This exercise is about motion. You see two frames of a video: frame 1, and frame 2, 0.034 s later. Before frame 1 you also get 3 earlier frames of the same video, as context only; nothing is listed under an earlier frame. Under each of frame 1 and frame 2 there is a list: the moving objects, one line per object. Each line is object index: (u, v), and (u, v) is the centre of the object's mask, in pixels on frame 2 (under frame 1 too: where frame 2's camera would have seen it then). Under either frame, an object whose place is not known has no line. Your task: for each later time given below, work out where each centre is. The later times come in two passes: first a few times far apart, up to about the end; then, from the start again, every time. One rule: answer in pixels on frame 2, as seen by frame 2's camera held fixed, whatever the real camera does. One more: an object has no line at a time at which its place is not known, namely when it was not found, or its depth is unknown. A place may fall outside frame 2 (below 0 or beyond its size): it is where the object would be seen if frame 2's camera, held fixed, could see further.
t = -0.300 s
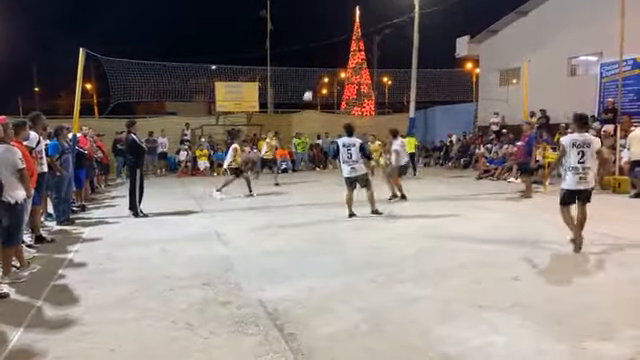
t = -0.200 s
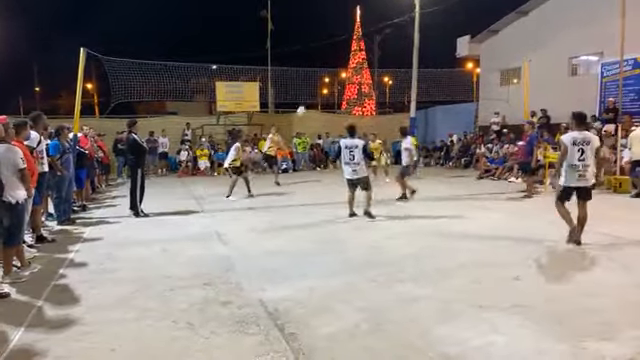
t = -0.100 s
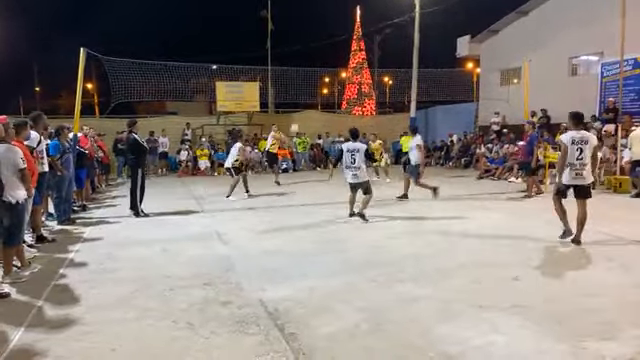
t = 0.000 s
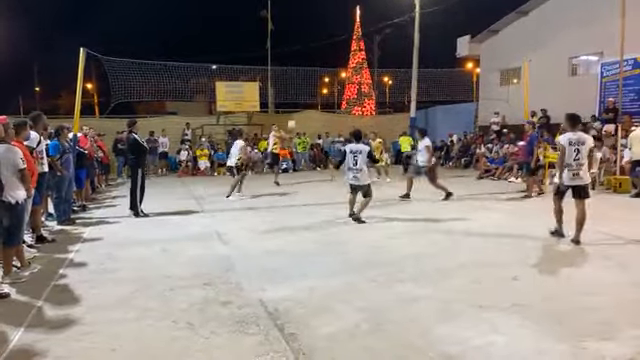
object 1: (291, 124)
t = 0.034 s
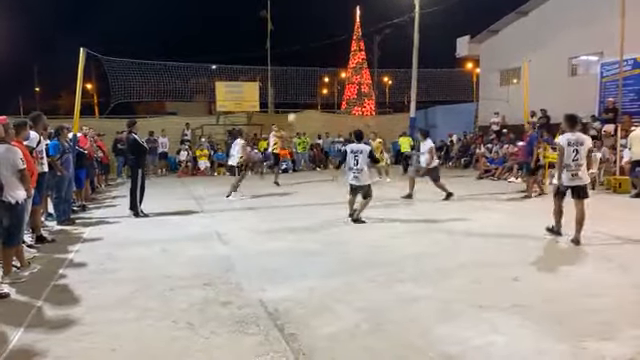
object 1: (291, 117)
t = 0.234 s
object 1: (291, 85)
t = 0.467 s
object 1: (292, 64)
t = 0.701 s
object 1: (292, 62)
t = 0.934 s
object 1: (293, 83)
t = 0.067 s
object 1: (291, 111)
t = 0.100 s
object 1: (291, 106)
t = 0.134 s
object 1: (291, 100)
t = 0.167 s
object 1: (291, 95)
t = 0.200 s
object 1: (291, 90)
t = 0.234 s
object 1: (291, 85)
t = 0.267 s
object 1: (291, 81)
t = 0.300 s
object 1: (291, 77)
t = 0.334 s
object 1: (291, 74)
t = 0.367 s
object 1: (291, 71)
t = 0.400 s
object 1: (291, 68)
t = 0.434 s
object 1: (291, 66)
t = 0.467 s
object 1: (292, 64)
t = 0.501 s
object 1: (292, 62)
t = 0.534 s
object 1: (292, 61)
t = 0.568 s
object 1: (292, 61)
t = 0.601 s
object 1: (292, 60)
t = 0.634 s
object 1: (292, 60)
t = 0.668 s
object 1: (292, 61)
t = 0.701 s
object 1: (292, 62)
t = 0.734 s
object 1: (292, 63)
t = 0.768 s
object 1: (292, 66)
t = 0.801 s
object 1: (292, 68)
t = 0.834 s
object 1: (292, 71)
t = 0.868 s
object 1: (292, 75)
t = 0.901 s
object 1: (293, 78)
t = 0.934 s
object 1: (293, 83)
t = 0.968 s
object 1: (293, 87)
